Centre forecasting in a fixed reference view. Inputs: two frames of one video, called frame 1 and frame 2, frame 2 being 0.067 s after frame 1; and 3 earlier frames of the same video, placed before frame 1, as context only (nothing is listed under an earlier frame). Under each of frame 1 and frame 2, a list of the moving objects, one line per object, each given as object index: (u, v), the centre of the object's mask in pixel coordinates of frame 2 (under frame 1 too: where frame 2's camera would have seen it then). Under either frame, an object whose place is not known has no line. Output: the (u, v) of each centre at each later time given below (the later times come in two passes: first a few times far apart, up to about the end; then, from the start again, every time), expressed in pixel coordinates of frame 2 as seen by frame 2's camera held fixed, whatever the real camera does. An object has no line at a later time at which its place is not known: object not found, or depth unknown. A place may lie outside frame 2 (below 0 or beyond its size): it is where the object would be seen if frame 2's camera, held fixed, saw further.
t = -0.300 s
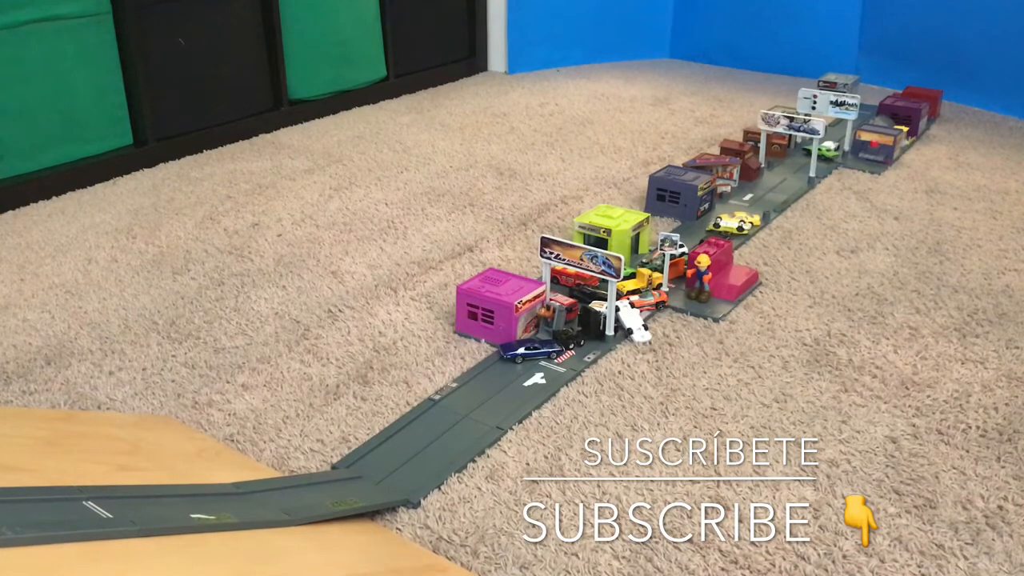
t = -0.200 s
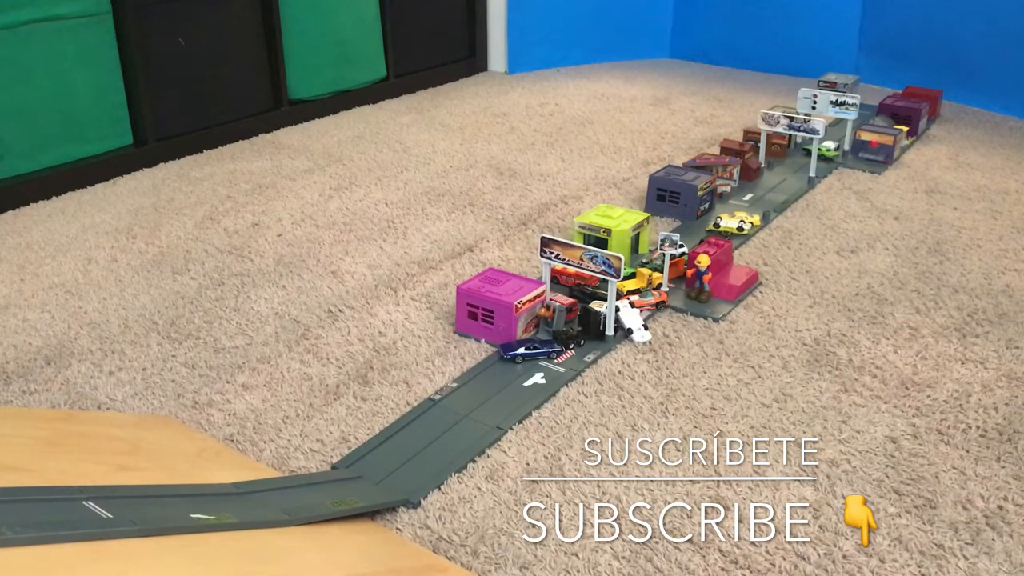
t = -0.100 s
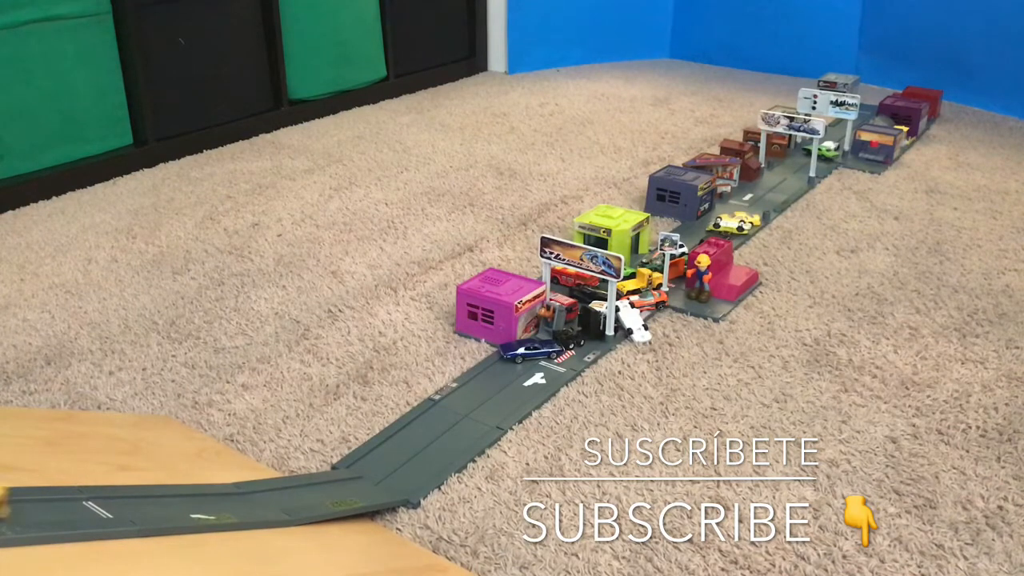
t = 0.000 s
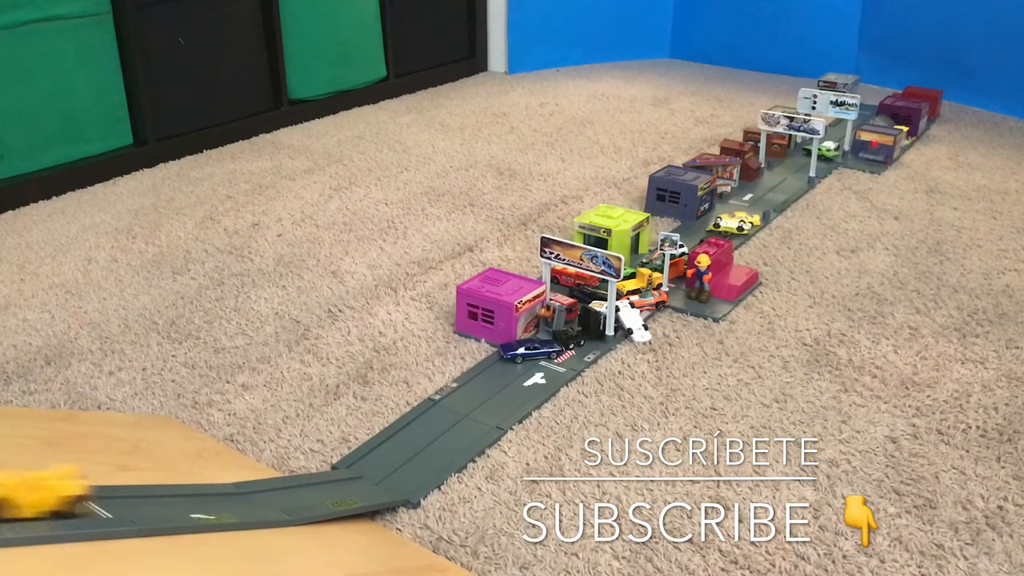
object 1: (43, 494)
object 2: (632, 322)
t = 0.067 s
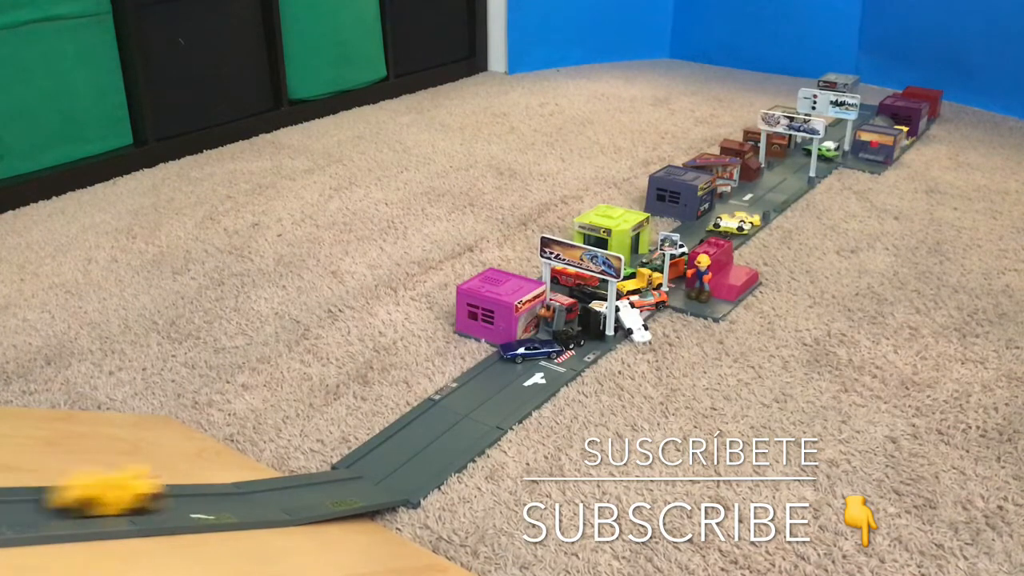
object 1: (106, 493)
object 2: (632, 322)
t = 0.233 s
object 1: (323, 479)
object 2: (632, 322)
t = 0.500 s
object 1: (551, 361)
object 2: (643, 319)
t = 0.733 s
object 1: (568, 348)
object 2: (656, 318)
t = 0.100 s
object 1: (149, 492)
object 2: (632, 322)
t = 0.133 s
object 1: (191, 490)
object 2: (632, 322)
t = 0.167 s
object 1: (234, 488)
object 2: (632, 322)
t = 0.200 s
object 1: (278, 485)
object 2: (632, 322)
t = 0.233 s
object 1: (323, 479)
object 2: (632, 322)
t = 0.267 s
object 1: (365, 472)
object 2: (632, 322)
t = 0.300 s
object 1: (402, 456)
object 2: (632, 322)
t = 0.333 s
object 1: (437, 431)
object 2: (632, 322)
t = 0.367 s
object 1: (467, 408)
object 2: (632, 322)
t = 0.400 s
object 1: (492, 389)
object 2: (632, 322)
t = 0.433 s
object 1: (515, 371)
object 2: (632, 322)
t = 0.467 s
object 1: (534, 364)
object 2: (636, 319)
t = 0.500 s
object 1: (551, 361)
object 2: (643, 319)
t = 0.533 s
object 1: (559, 356)
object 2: (655, 323)
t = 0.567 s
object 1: (564, 353)
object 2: (657, 318)
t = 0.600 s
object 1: (566, 350)
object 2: (656, 318)
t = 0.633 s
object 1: (567, 349)
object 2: (656, 318)
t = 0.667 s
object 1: (568, 349)
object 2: (656, 318)
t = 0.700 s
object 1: (568, 348)
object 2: (656, 318)
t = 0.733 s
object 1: (568, 348)
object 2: (656, 318)
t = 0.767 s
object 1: (568, 348)
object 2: (656, 318)
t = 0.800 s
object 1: (568, 348)
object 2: (656, 318)
